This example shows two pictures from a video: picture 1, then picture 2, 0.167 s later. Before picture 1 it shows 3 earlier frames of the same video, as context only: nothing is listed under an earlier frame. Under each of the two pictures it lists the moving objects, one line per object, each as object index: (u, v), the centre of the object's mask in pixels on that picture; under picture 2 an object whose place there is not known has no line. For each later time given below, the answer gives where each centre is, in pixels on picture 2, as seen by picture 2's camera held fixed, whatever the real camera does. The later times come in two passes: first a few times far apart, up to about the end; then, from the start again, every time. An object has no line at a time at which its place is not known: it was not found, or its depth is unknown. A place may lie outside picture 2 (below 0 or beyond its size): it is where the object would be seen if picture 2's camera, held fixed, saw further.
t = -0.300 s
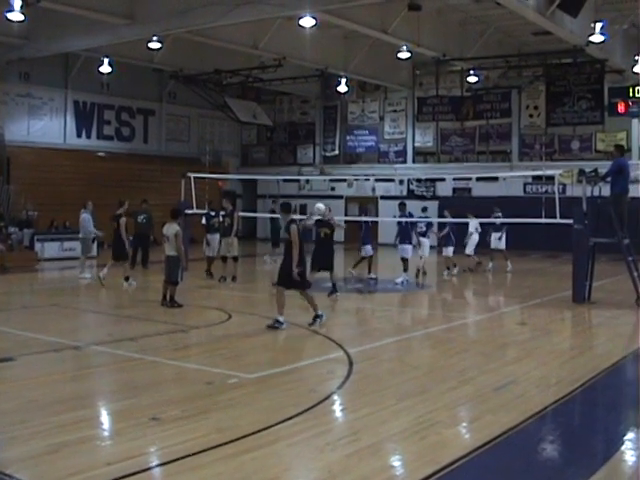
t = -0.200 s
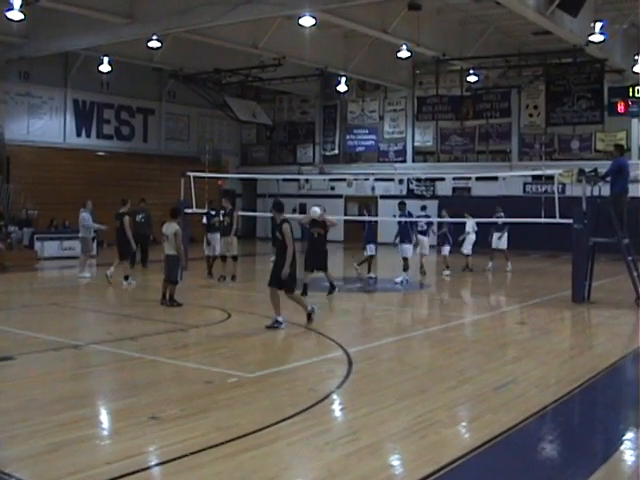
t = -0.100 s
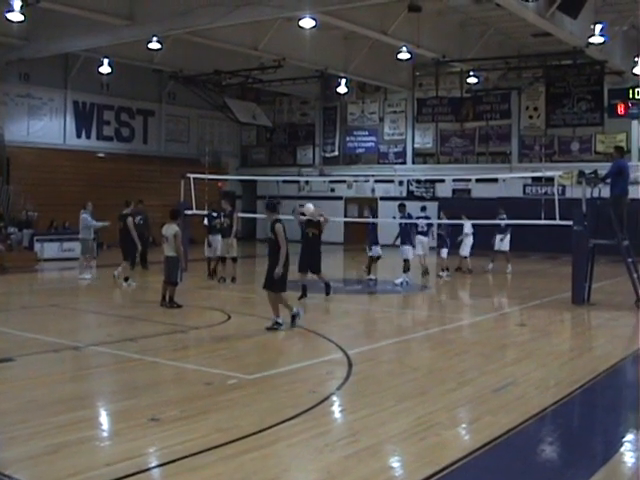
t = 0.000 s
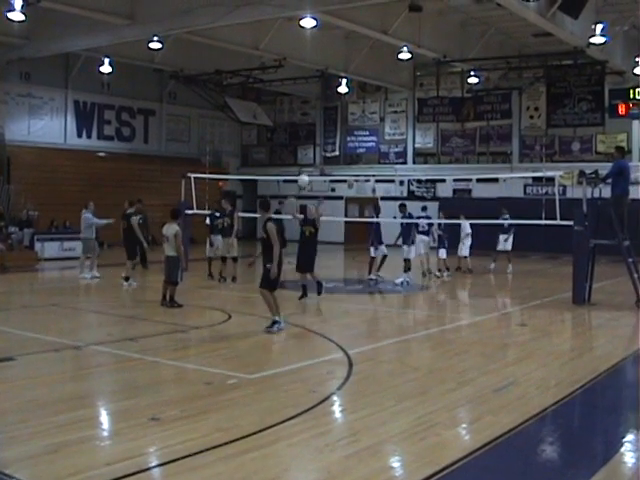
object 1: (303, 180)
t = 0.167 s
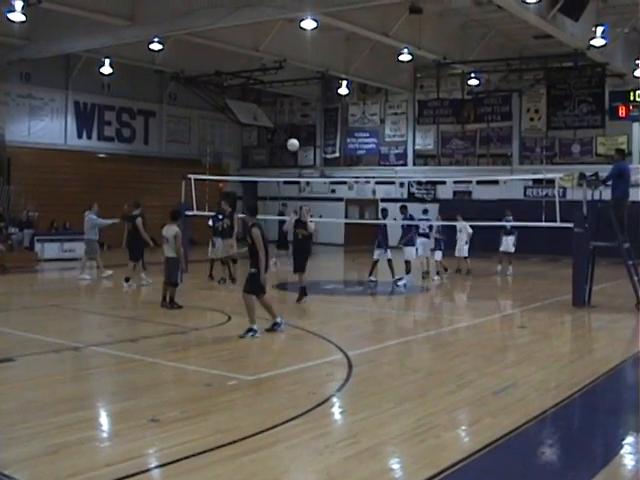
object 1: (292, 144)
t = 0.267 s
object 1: (286, 128)
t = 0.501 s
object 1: (268, 113)
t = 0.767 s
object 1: (245, 137)
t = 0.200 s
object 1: (290, 138)
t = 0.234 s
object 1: (288, 133)
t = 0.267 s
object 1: (286, 128)
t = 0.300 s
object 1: (283, 124)
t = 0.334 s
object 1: (281, 121)
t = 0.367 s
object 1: (278, 118)
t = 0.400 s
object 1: (276, 115)
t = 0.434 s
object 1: (273, 114)
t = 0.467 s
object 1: (271, 113)
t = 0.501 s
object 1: (268, 113)
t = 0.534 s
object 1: (265, 113)
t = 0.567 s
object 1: (263, 115)
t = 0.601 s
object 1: (260, 116)
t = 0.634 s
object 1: (257, 119)
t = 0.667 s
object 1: (254, 122)
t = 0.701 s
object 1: (251, 126)
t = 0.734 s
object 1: (248, 131)
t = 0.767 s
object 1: (245, 137)
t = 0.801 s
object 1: (242, 143)
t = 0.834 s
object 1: (239, 151)
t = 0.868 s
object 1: (236, 159)
